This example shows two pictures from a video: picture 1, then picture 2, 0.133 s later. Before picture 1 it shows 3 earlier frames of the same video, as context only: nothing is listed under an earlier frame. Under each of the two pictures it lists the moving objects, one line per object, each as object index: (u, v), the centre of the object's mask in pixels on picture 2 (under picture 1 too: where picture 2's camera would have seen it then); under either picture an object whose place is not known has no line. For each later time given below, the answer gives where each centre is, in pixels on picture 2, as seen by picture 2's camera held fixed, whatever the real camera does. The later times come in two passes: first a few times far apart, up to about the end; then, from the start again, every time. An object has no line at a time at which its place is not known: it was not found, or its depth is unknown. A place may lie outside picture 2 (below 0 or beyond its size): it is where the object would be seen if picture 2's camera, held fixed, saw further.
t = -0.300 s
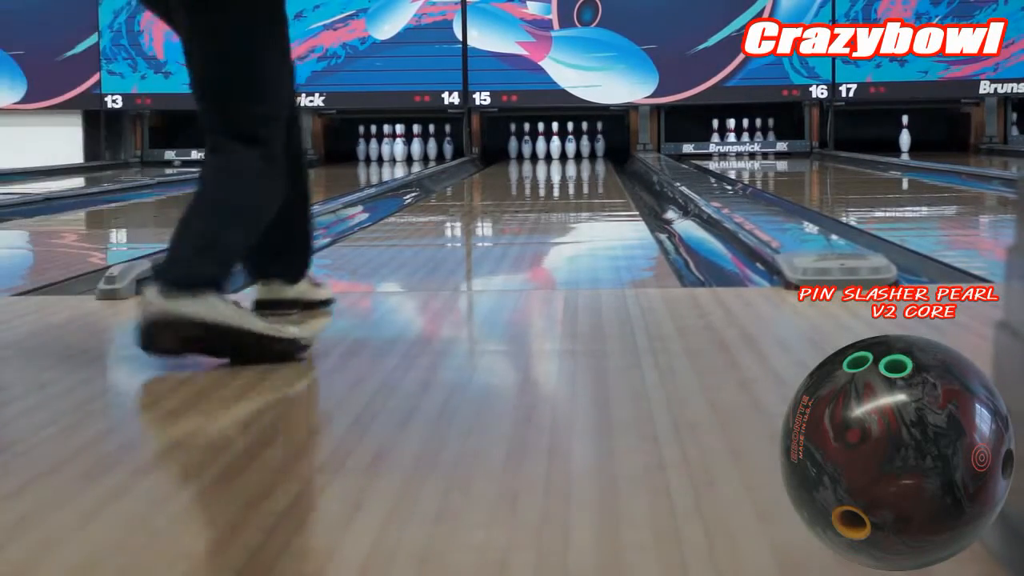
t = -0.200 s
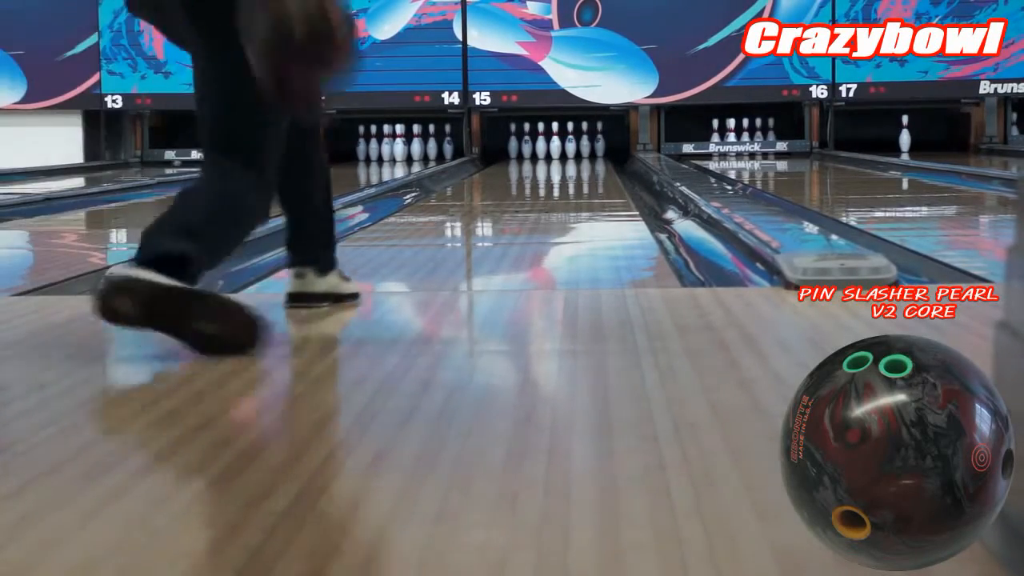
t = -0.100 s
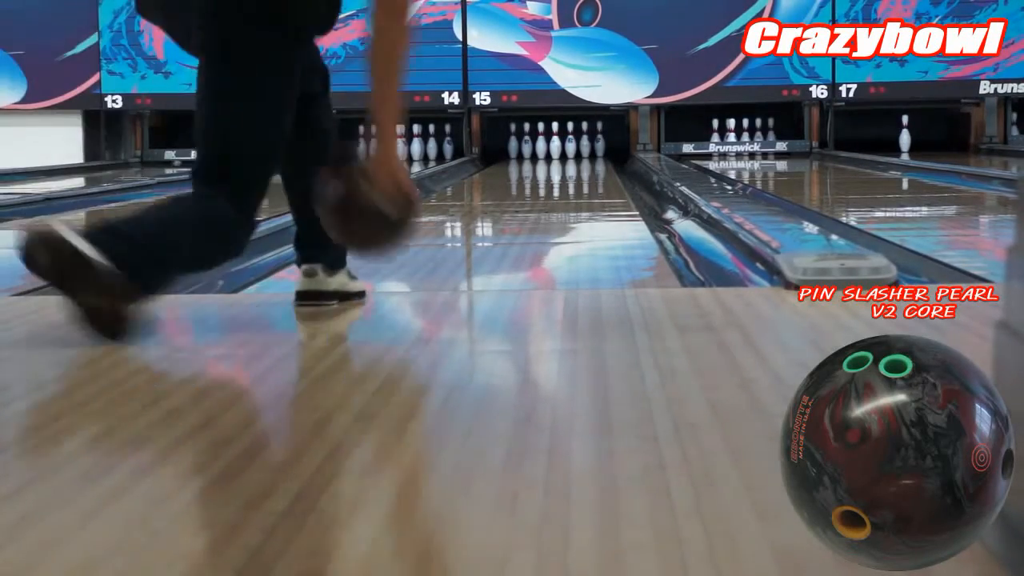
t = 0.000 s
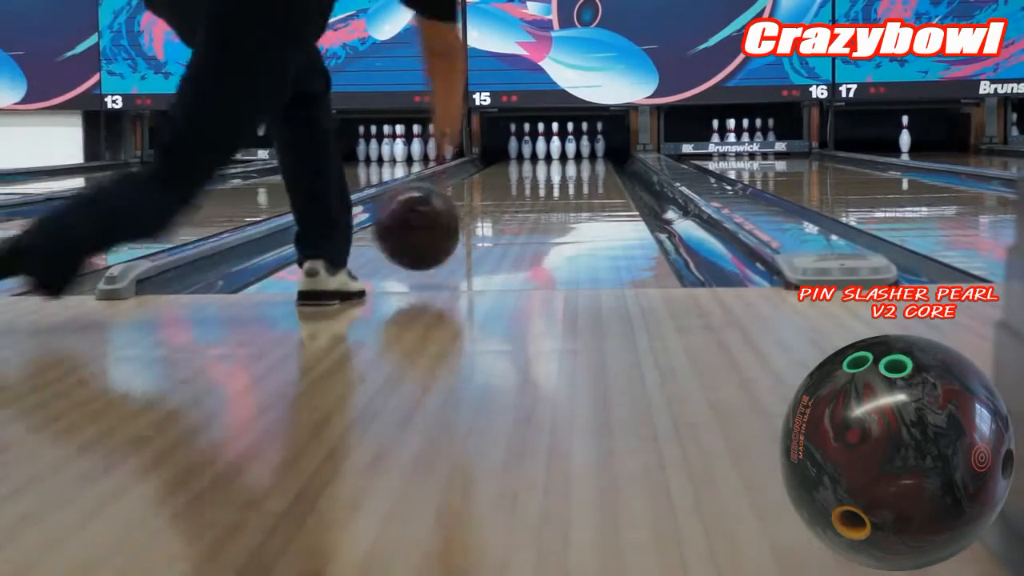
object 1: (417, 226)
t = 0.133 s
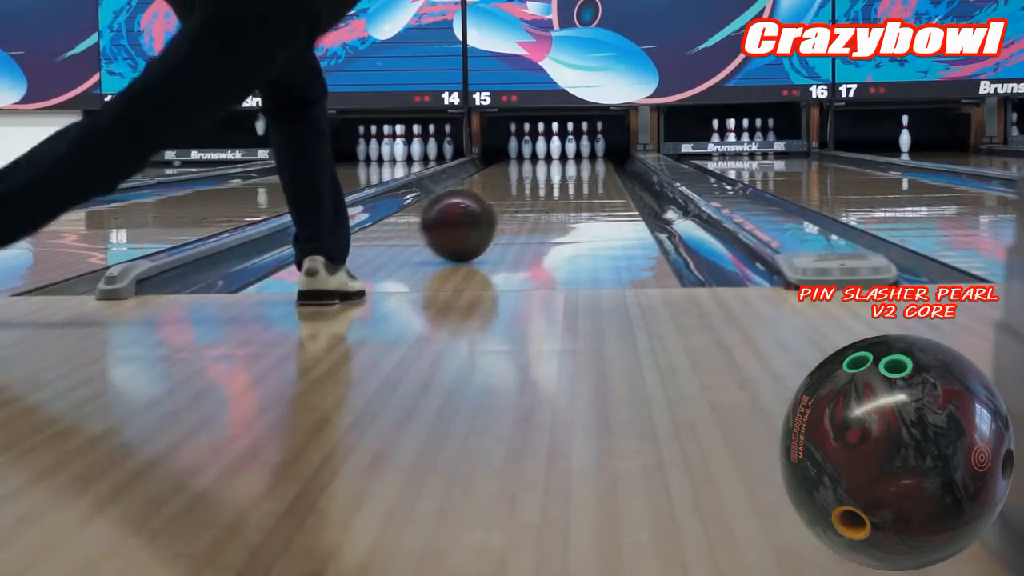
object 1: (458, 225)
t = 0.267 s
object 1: (488, 213)
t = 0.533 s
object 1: (529, 194)
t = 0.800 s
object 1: (555, 181)
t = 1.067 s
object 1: (572, 173)
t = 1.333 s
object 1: (583, 166)
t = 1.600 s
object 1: (590, 161)
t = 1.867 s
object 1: (592, 157)
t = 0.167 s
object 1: (466, 223)
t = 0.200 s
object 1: (474, 219)
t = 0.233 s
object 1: (481, 216)
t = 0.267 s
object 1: (488, 213)
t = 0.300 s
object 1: (494, 211)
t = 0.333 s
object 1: (500, 208)
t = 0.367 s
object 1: (506, 205)
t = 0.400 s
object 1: (510, 202)
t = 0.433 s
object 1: (516, 200)
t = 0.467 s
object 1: (521, 198)
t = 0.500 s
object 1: (525, 196)
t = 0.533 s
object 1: (529, 194)
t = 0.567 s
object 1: (532, 192)
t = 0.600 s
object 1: (536, 190)
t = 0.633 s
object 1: (540, 188)
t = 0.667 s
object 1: (543, 186)
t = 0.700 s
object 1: (546, 186)
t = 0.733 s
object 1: (549, 184)
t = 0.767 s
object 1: (553, 183)
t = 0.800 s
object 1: (555, 181)
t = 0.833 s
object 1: (558, 180)
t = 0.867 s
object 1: (560, 179)
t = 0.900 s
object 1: (562, 177)
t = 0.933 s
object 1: (564, 176)
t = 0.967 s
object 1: (567, 175)
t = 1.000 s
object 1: (569, 174)
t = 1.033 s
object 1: (570, 173)
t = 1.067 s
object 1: (572, 173)
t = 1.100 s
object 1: (574, 172)
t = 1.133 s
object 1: (575, 171)
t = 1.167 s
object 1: (576, 170)
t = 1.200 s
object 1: (578, 169)
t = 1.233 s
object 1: (579, 168)
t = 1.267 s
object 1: (581, 167)
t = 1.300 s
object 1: (582, 166)
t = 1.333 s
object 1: (583, 166)
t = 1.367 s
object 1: (584, 165)
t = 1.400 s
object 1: (585, 165)
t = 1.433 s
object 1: (586, 164)
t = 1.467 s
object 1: (587, 164)
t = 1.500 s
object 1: (588, 163)
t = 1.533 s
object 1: (588, 163)
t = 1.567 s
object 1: (589, 162)
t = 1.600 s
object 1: (590, 161)
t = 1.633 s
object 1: (590, 161)
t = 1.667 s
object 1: (591, 160)
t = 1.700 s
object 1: (591, 160)
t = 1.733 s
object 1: (591, 159)
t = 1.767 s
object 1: (592, 159)
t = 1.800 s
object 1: (592, 158)
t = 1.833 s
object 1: (592, 158)
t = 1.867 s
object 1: (592, 157)
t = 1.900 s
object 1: (593, 157)
